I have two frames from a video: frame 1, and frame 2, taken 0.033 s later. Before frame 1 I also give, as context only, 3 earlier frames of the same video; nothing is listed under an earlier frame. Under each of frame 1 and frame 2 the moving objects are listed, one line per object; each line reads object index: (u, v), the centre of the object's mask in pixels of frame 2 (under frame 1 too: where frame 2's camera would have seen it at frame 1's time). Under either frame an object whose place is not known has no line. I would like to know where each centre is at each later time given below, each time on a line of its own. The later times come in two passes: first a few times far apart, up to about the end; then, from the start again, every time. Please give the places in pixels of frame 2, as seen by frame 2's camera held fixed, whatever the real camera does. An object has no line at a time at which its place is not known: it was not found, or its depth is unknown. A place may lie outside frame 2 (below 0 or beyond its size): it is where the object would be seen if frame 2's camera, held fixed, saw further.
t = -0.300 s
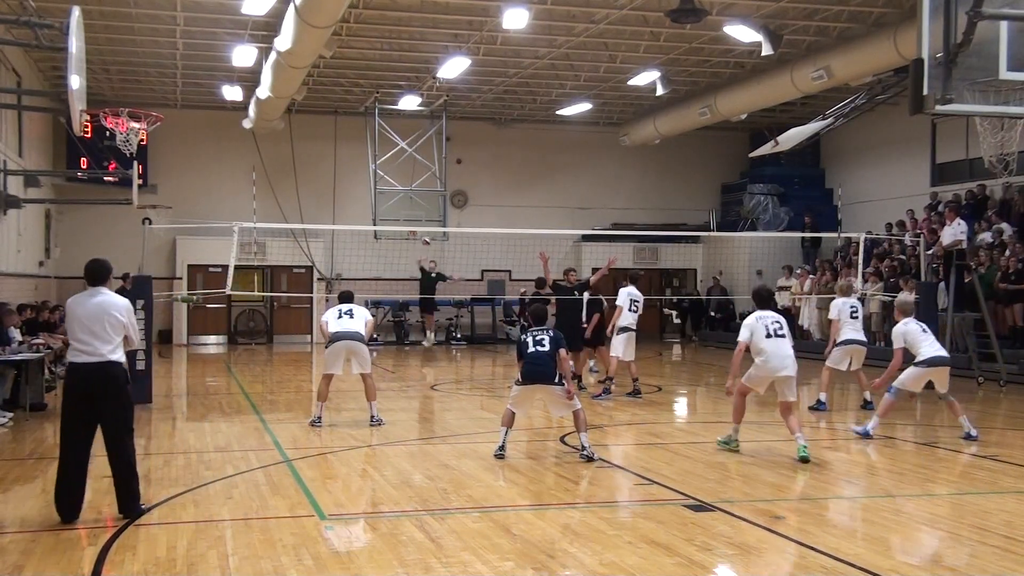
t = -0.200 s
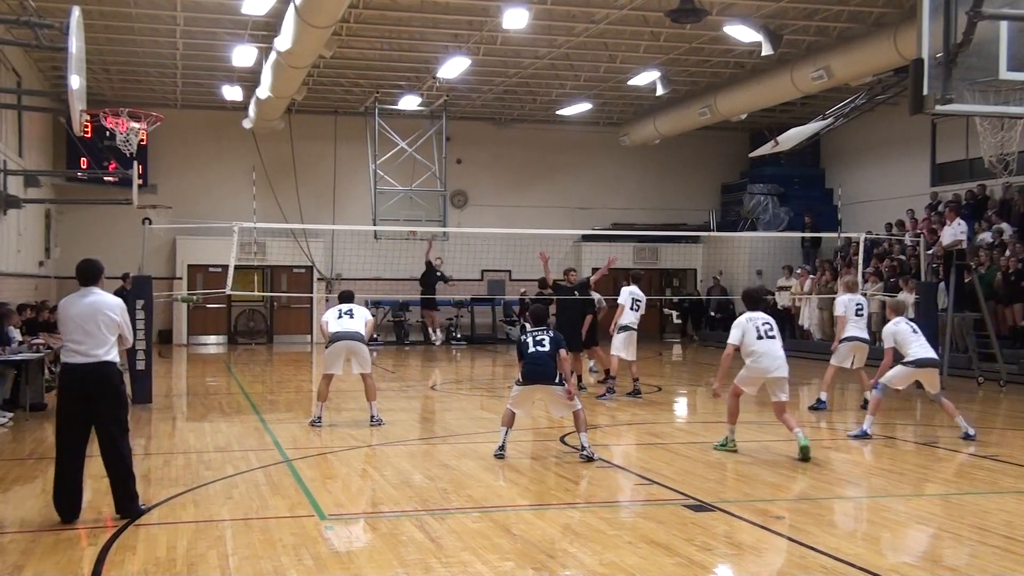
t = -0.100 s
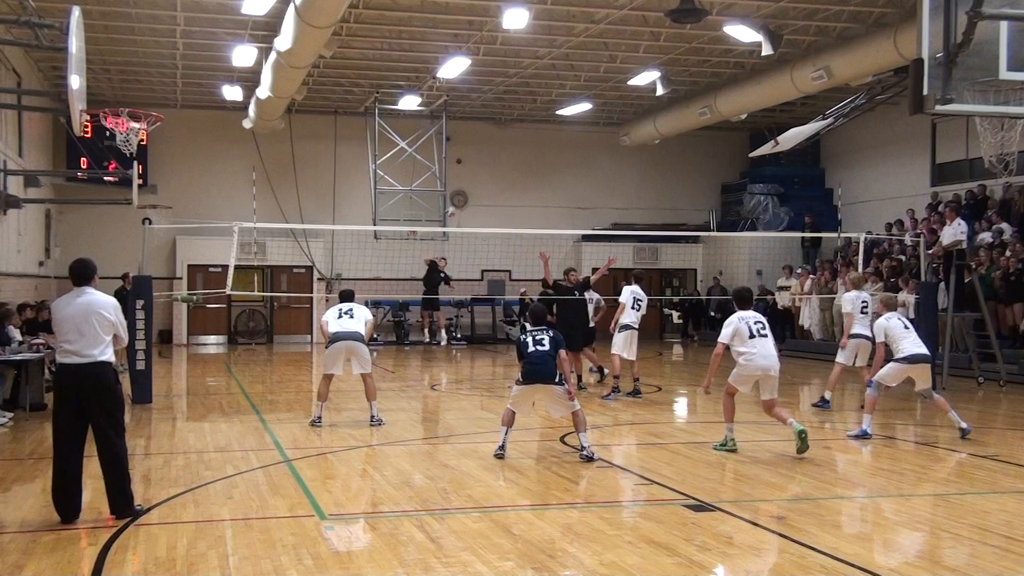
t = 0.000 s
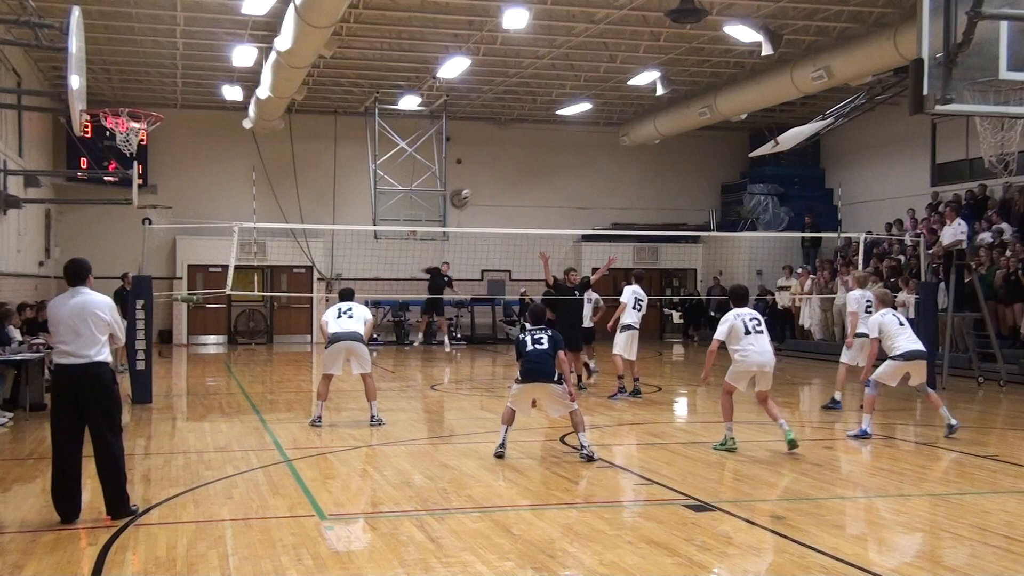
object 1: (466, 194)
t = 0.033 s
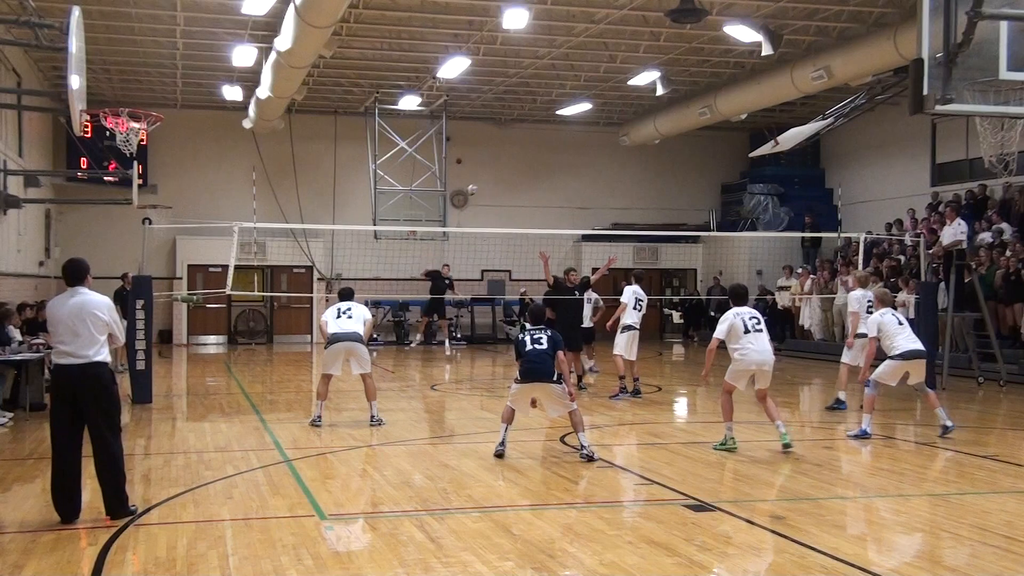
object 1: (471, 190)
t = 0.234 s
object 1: (508, 171)
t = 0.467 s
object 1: (557, 179)
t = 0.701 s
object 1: (623, 228)
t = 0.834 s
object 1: (675, 287)
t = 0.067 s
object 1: (478, 185)
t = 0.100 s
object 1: (483, 181)
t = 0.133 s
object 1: (489, 178)
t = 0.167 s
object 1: (495, 175)
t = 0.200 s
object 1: (502, 172)
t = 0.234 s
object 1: (508, 171)
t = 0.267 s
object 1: (514, 170)
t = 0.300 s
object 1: (521, 170)
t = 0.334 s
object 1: (527, 170)
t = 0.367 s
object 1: (535, 170)
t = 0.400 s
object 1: (542, 173)
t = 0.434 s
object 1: (549, 175)
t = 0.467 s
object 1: (557, 179)
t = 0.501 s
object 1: (566, 183)
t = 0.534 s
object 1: (573, 188)
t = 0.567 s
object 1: (583, 194)
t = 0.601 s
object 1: (591, 199)
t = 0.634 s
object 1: (601, 207)
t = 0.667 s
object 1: (613, 217)
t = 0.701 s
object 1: (623, 228)
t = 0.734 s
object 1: (635, 241)
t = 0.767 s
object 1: (647, 253)
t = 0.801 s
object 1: (661, 270)
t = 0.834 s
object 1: (675, 287)
